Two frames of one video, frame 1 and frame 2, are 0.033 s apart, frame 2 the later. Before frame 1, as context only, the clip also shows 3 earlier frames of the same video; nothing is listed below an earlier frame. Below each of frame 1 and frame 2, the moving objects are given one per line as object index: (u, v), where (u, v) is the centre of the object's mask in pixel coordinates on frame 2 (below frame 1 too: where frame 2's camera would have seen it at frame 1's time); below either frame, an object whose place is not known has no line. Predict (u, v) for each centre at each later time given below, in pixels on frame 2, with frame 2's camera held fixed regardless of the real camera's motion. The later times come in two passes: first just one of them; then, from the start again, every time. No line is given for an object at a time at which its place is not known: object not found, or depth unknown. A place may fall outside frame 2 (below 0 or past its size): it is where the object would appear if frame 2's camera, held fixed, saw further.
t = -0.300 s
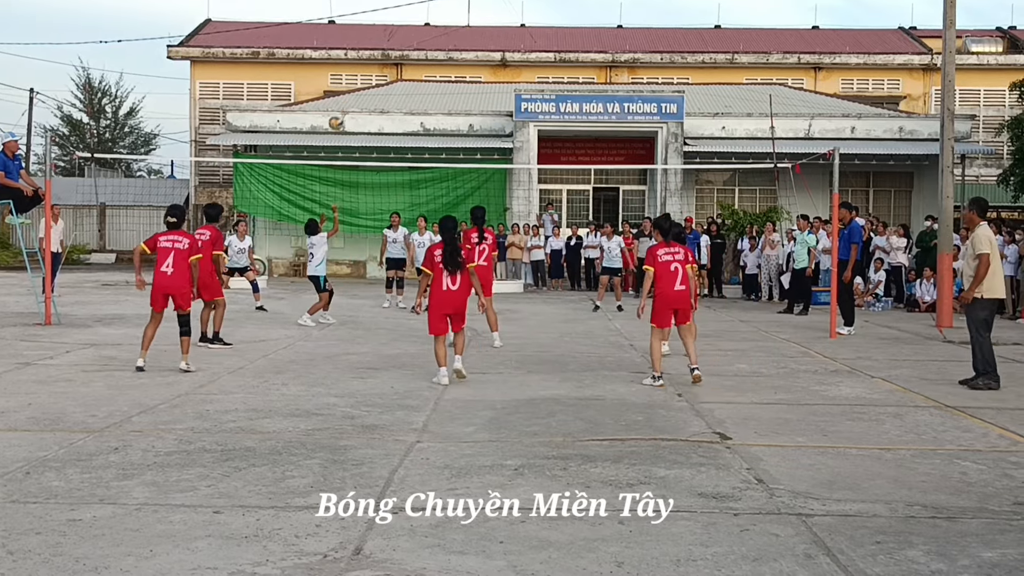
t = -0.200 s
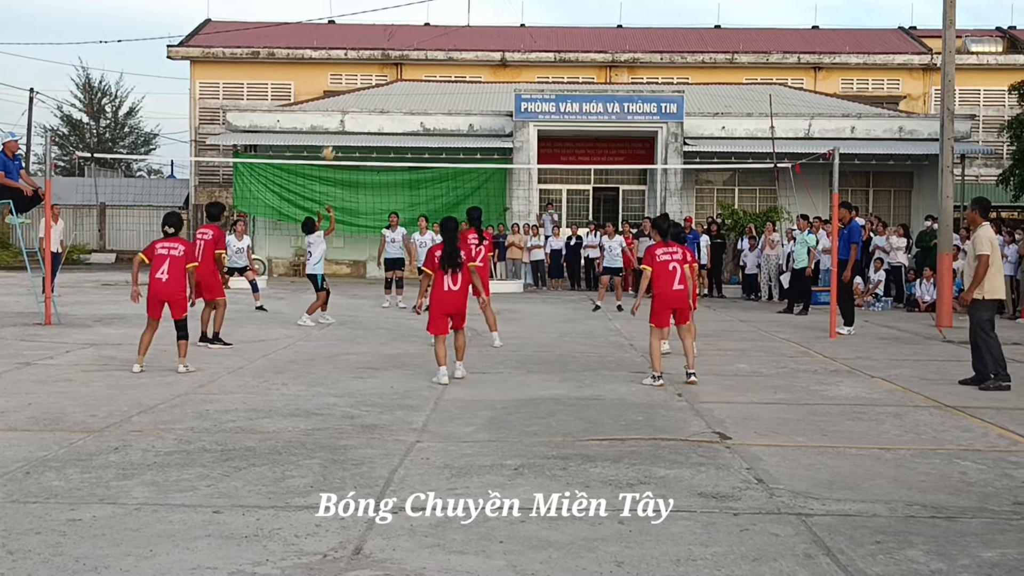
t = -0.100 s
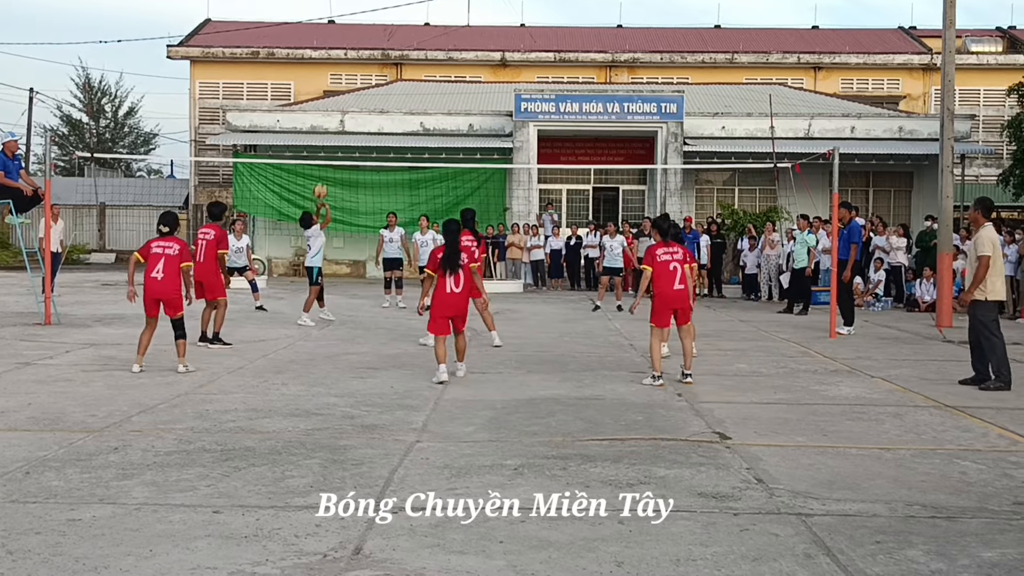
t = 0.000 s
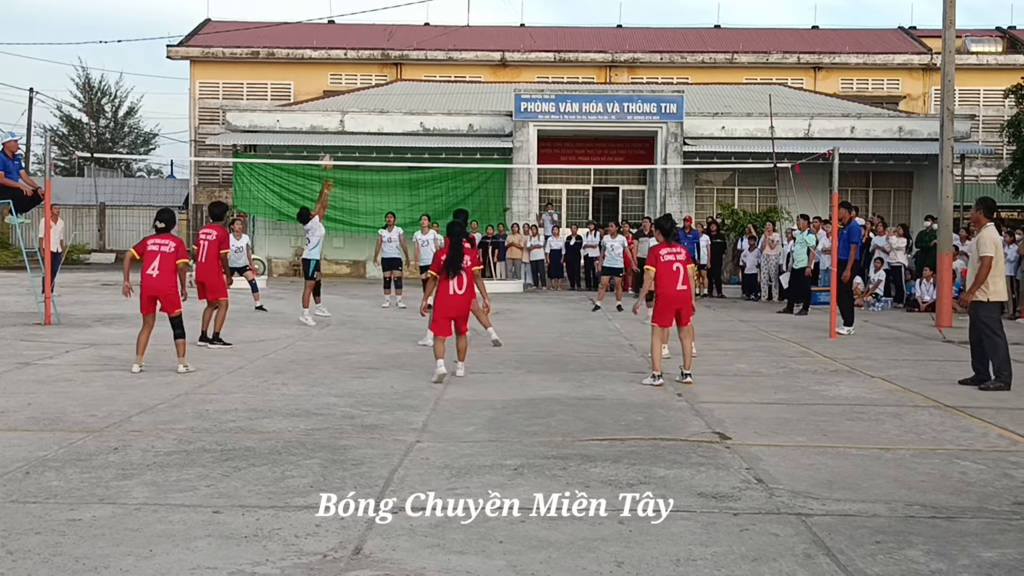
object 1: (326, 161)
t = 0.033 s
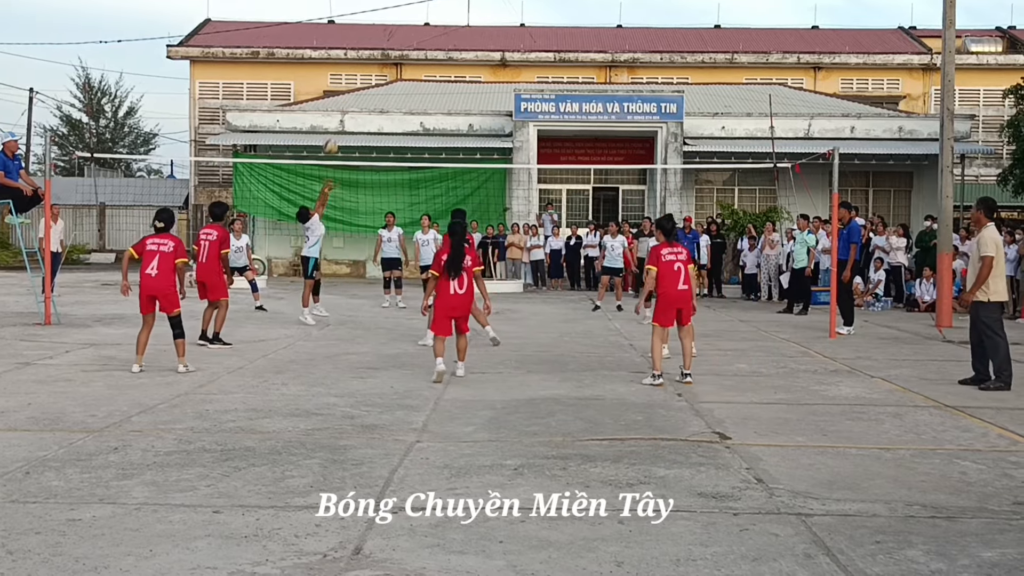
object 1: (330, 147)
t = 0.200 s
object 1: (352, 77)
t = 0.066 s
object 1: (335, 131)
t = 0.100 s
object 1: (339, 116)
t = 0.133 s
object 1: (343, 103)
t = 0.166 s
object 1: (348, 89)
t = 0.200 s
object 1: (352, 77)
